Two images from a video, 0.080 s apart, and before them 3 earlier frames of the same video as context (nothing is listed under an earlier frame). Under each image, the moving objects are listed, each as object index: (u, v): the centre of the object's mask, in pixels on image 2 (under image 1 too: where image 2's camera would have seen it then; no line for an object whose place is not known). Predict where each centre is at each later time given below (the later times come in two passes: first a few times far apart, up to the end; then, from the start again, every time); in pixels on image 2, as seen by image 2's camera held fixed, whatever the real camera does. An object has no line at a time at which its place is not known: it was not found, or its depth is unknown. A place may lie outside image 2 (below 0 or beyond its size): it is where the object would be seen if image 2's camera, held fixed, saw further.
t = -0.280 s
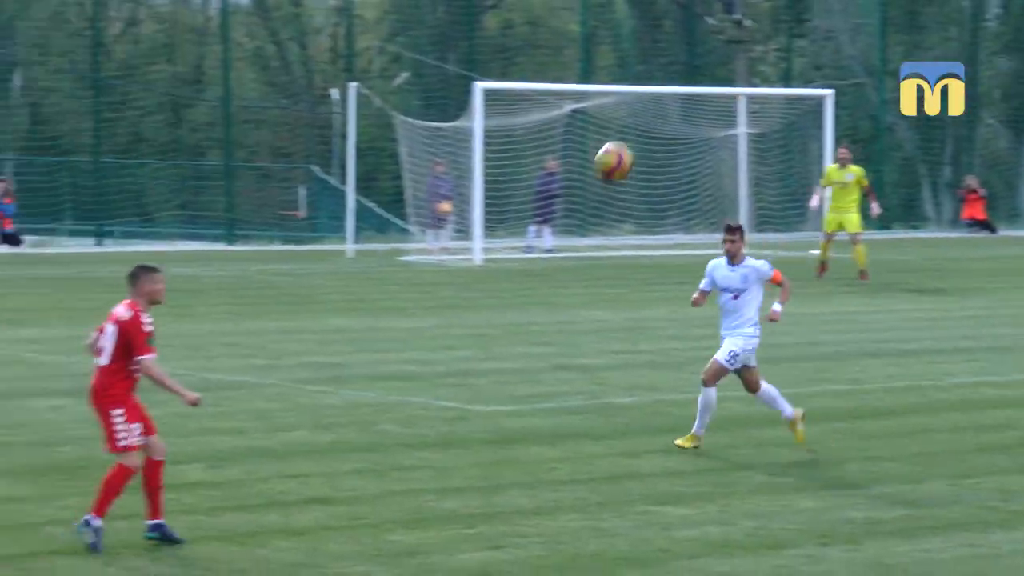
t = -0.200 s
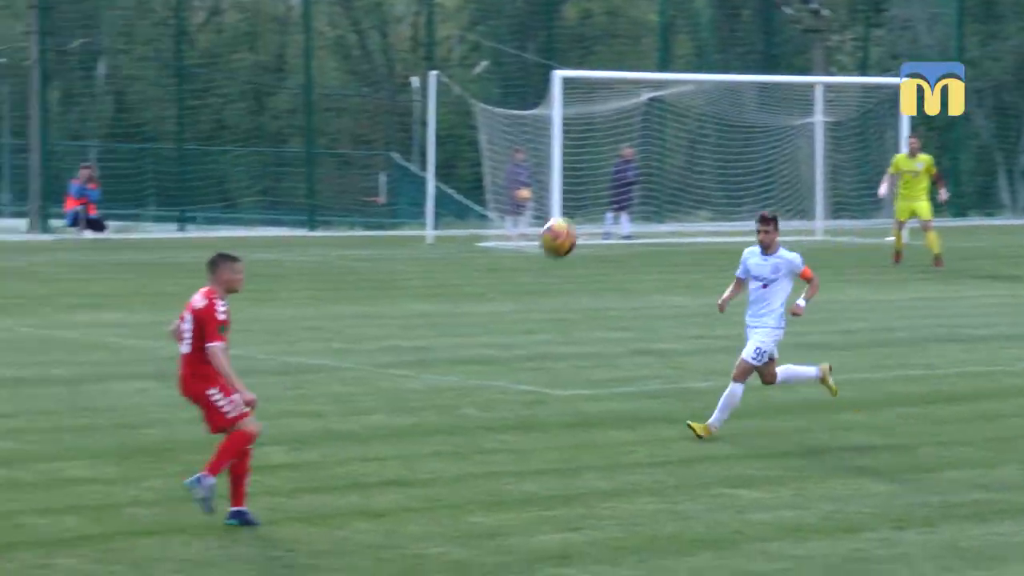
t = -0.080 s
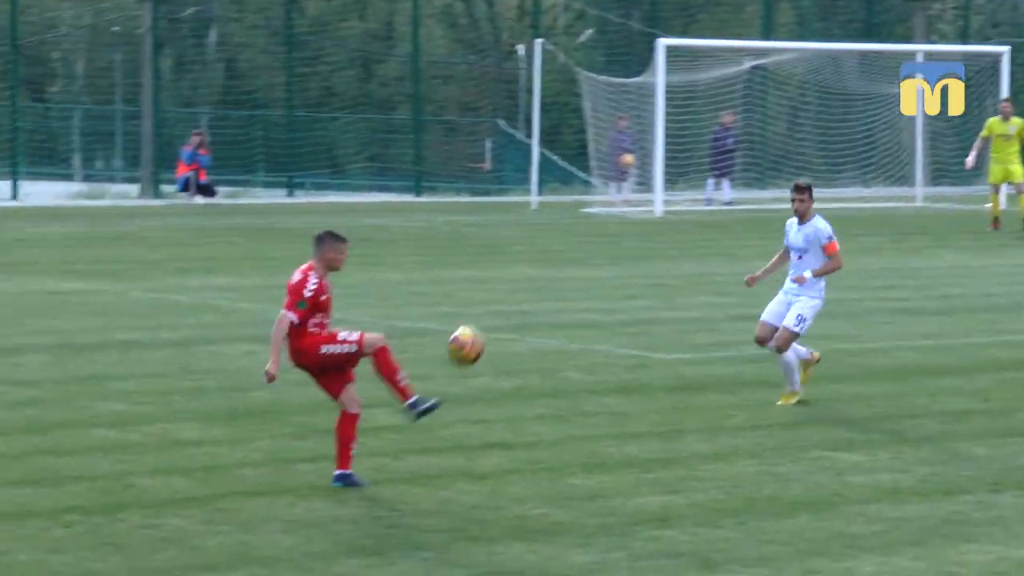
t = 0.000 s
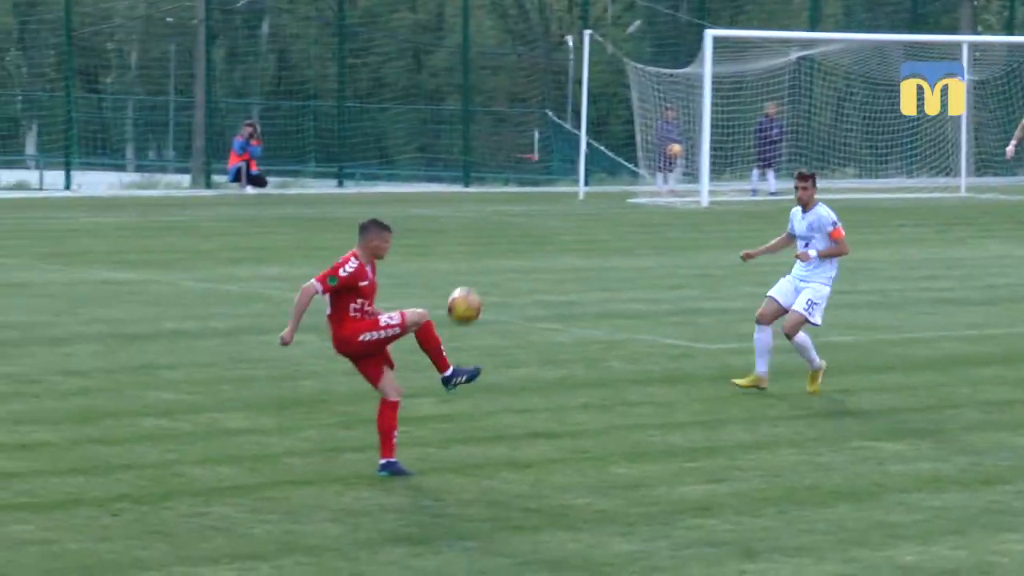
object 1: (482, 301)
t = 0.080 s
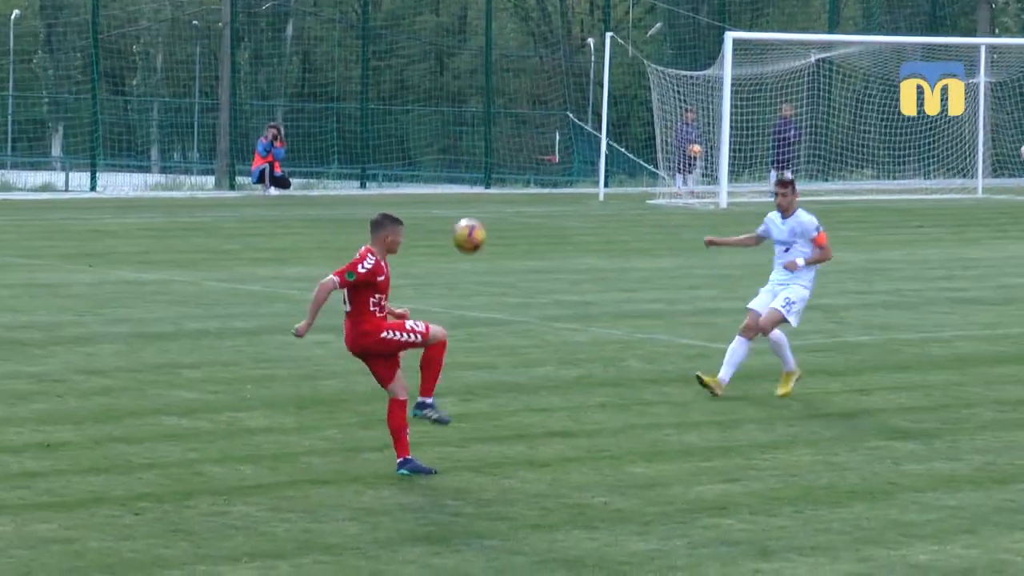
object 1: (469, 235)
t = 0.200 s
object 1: (444, 156)
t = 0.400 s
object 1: (401, 87)
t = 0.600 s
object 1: (353, 79)
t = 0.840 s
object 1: (295, 134)
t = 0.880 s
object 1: (286, 147)
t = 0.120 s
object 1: (461, 206)
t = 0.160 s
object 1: (452, 179)
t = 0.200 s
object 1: (444, 156)
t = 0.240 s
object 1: (436, 137)
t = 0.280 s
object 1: (428, 120)
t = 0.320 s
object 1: (418, 107)
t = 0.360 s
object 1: (410, 95)
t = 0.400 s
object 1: (401, 87)
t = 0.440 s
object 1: (391, 81)
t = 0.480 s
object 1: (382, 76)
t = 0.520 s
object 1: (373, 76)
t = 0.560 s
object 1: (363, 76)
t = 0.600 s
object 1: (353, 79)
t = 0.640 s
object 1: (344, 83)
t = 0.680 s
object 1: (334, 90)
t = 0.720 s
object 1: (324, 99)
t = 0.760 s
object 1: (314, 109)
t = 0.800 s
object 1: (305, 120)
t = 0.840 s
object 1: (295, 134)
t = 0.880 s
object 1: (286, 147)
